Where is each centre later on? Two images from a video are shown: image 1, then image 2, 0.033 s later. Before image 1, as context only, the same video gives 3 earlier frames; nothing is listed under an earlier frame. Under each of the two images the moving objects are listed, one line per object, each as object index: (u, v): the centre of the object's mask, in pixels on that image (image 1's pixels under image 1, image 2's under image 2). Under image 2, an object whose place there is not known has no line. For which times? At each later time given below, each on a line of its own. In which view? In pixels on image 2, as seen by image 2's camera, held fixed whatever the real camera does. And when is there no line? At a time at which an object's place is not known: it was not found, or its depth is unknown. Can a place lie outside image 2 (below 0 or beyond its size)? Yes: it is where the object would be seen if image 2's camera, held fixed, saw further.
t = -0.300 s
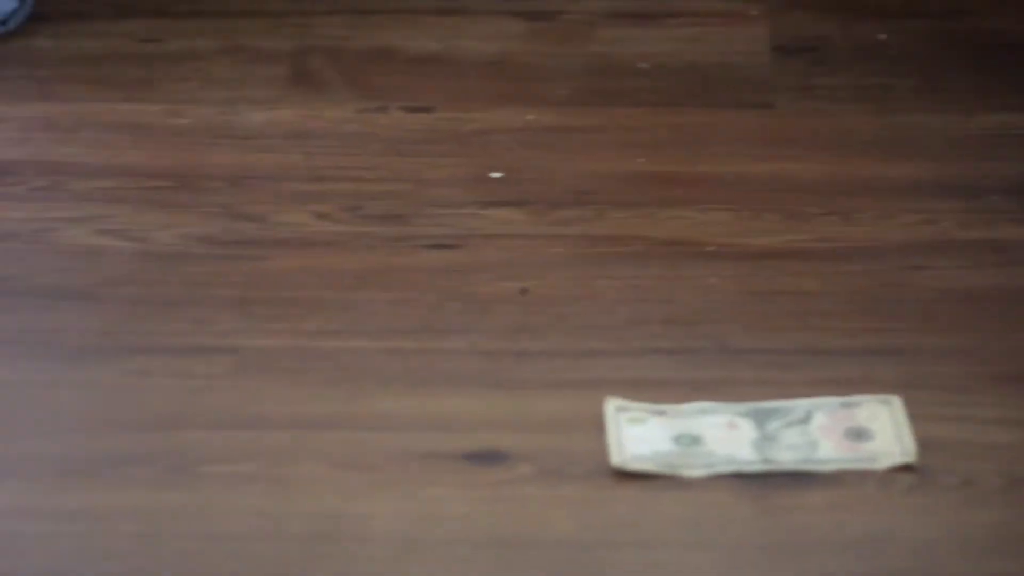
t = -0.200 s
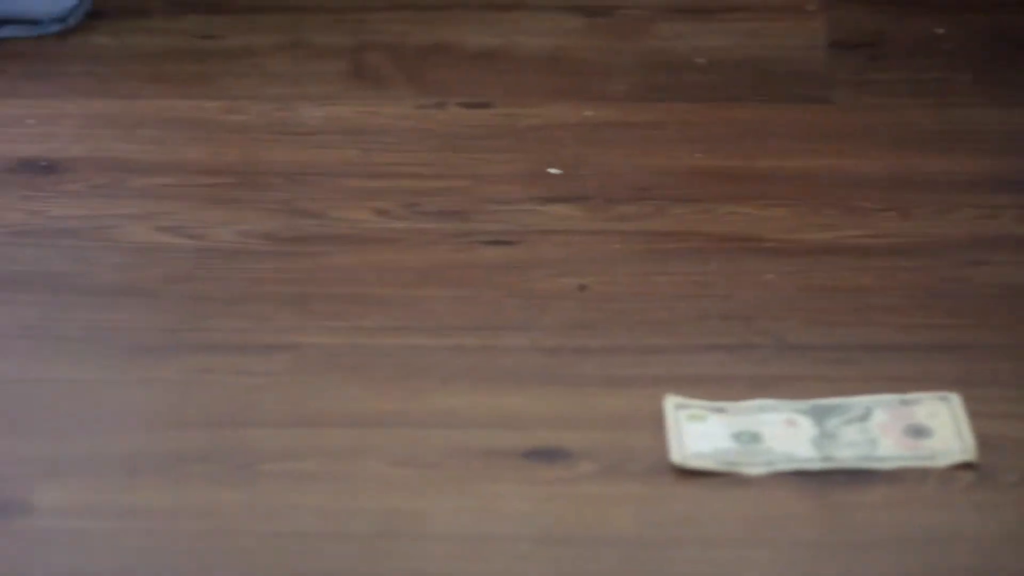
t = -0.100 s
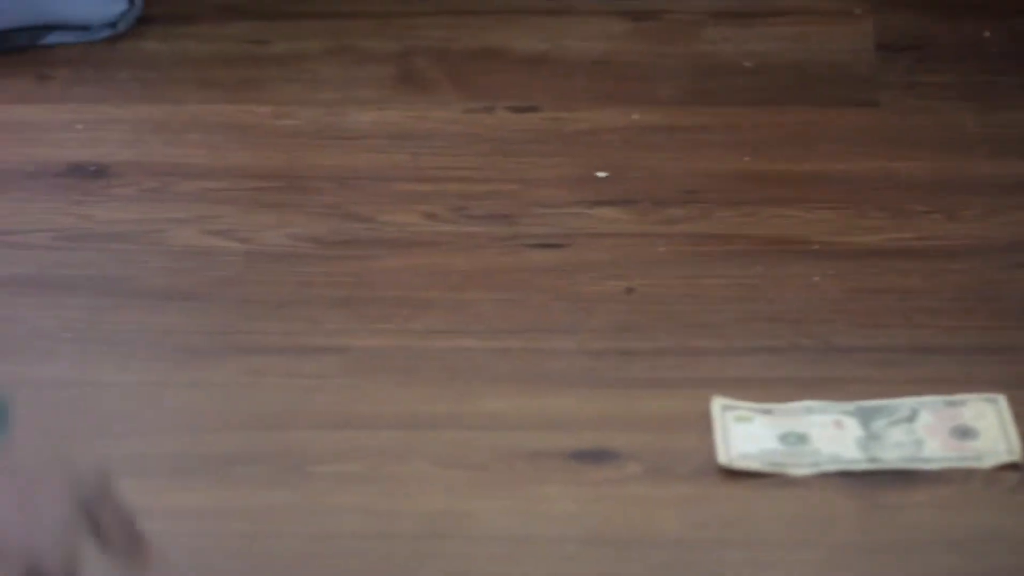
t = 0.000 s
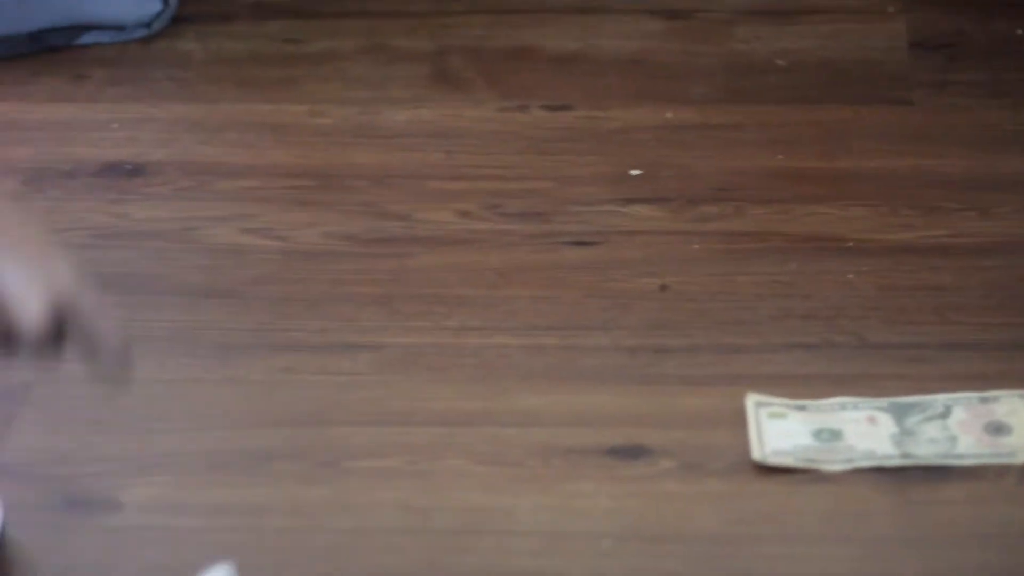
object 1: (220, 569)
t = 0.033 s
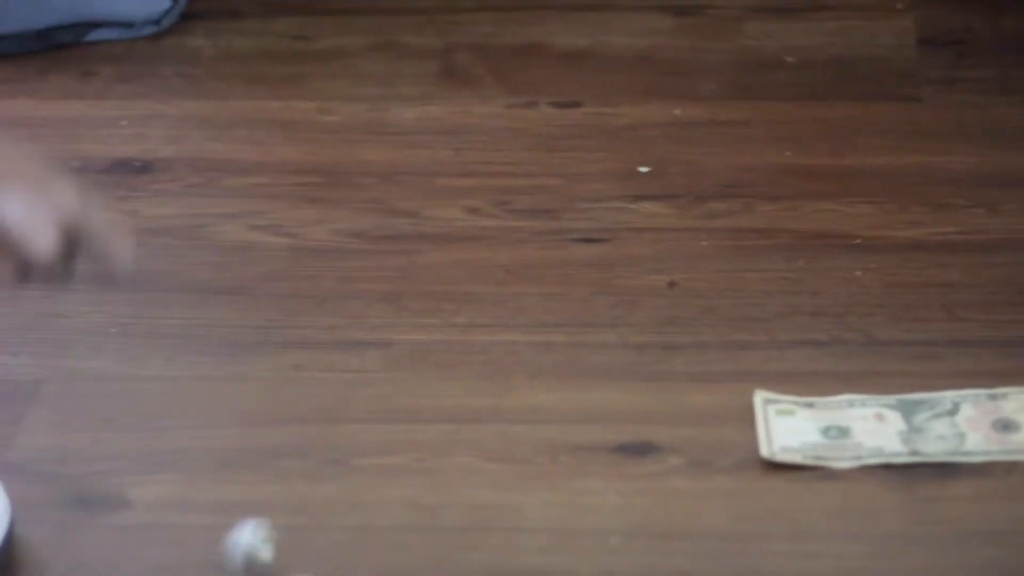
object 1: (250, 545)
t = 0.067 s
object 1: (275, 518)
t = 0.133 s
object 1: (322, 462)
